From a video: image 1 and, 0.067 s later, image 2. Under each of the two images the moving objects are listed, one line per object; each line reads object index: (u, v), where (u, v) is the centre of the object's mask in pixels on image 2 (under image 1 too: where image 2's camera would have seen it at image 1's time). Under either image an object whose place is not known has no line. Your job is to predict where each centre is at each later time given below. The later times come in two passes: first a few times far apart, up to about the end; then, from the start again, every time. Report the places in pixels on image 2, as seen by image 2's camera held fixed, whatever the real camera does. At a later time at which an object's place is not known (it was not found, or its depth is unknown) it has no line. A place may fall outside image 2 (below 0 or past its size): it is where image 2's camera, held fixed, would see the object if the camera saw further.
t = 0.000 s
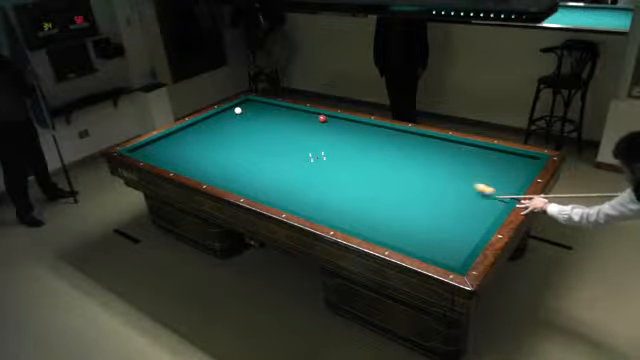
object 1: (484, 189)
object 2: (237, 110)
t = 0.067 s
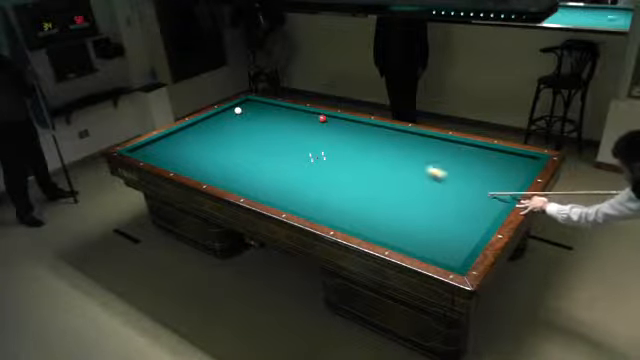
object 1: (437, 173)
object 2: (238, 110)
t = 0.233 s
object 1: (341, 143)
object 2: (238, 110)
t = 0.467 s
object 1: (250, 112)
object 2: (238, 110)
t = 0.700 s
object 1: (243, 103)
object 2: (253, 122)
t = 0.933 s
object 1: (220, 112)
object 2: (297, 139)
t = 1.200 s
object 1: (204, 120)
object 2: (351, 158)
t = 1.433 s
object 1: (189, 128)
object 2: (408, 180)
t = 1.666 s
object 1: (175, 137)
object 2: (475, 206)
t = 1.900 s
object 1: (159, 146)
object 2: (448, 199)
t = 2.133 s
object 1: (143, 154)
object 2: (404, 187)
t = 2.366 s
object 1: (156, 150)
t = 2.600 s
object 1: (168, 146)
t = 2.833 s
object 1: (178, 141)
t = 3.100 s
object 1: (190, 137)
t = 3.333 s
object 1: (199, 133)
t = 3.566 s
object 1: (209, 129)
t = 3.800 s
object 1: (217, 125)
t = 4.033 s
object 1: (226, 123)
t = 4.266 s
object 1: (234, 120)
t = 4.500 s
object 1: (241, 117)
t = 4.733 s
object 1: (248, 114)
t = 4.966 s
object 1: (254, 112)
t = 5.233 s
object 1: (262, 108)
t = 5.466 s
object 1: (268, 106)
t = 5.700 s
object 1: (272, 105)
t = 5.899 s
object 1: (270, 106)
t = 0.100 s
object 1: (415, 167)
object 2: (238, 110)
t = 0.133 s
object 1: (394, 160)
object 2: (238, 110)
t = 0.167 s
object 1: (375, 153)
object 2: (238, 110)
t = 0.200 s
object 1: (357, 149)
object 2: (238, 110)
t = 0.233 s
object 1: (341, 143)
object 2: (238, 110)
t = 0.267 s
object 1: (326, 138)
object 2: (238, 110)
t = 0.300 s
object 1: (310, 133)
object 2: (238, 110)
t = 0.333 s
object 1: (297, 129)
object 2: (238, 110)
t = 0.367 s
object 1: (284, 124)
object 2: (238, 110)
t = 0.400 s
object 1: (272, 120)
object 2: (238, 110)
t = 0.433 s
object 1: (261, 115)
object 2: (238, 110)
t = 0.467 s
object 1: (250, 112)
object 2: (238, 110)
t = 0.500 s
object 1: (245, 109)
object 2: (233, 110)
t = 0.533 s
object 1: (247, 107)
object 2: (224, 110)
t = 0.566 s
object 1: (250, 104)
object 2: (229, 112)
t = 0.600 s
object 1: (252, 102)
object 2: (235, 114)
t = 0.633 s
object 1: (252, 101)
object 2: (241, 117)
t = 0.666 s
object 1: (248, 102)
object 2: (247, 119)
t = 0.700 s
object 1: (243, 103)
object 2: (253, 122)
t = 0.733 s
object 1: (240, 105)
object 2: (260, 124)
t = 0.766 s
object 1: (236, 106)
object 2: (265, 126)
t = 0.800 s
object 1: (232, 107)
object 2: (272, 129)
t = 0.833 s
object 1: (228, 108)
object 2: (278, 131)
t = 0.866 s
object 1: (224, 110)
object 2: (285, 134)
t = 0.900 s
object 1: (222, 110)
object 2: (291, 136)
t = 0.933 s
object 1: (220, 112)
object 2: (297, 139)
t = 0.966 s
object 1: (218, 113)
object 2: (304, 141)
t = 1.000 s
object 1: (216, 114)
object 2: (310, 144)
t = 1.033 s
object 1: (214, 115)
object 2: (317, 146)
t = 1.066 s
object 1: (212, 116)
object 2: (324, 148)
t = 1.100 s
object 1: (210, 117)
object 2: (330, 151)
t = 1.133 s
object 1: (208, 118)
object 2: (337, 153)
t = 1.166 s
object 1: (206, 119)
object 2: (344, 156)
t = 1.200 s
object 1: (204, 120)
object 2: (351, 158)
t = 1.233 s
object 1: (202, 121)
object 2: (359, 161)
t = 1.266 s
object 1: (200, 123)
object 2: (366, 164)
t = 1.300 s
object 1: (198, 124)
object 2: (374, 168)
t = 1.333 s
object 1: (196, 124)
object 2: (382, 170)
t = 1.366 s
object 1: (194, 126)
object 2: (391, 174)
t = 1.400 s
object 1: (193, 127)
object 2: (399, 177)
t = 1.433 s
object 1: (189, 128)
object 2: (408, 180)
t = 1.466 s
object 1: (188, 130)
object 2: (416, 184)
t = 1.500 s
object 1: (186, 131)
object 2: (425, 187)
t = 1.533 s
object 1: (184, 132)
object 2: (435, 191)
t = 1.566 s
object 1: (182, 133)
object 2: (445, 195)
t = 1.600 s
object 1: (179, 135)
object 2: (455, 198)
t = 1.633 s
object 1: (177, 136)
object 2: (466, 202)
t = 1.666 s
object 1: (175, 137)
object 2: (475, 206)
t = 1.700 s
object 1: (173, 138)
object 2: (487, 210)
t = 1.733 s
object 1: (170, 140)
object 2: (491, 212)
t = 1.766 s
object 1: (168, 141)
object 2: (481, 209)
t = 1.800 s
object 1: (166, 142)
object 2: (472, 207)
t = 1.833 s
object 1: (164, 143)
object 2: (464, 204)
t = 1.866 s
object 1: (161, 144)
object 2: (456, 201)
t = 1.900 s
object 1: (159, 146)
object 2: (448, 199)
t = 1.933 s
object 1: (156, 147)
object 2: (441, 197)
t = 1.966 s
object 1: (154, 149)
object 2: (434, 196)
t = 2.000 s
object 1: (151, 150)
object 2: (427, 193)
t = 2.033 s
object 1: (149, 151)
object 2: (421, 192)
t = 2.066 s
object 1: (147, 152)
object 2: (415, 190)
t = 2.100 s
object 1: (145, 154)
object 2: (409, 188)
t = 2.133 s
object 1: (143, 154)
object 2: (404, 187)
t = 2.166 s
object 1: (145, 153)
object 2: (399, 185)
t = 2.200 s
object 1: (147, 153)
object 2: (394, 184)
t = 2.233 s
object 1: (149, 152)
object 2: (389, 183)
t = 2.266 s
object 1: (151, 151)
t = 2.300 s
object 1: (153, 151)
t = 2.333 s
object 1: (154, 151)
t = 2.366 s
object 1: (156, 150)
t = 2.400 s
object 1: (158, 149)
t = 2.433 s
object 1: (159, 148)
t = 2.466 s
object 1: (161, 148)
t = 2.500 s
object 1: (163, 147)
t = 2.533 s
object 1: (164, 147)
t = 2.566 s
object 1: (166, 146)
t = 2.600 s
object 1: (168, 146)
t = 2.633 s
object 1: (169, 145)
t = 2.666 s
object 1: (171, 144)
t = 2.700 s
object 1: (172, 144)
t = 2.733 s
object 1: (174, 143)
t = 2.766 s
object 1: (175, 143)
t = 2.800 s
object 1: (177, 142)
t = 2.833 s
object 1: (178, 141)
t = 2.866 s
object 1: (180, 141)
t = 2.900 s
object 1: (181, 140)
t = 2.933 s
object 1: (183, 140)
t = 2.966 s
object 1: (184, 139)
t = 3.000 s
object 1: (186, 138)
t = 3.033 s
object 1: (187, 138)
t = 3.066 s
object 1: (188, 137)
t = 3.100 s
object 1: (190, 137)
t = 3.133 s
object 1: (192, 136)
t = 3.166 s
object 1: (193, 136)
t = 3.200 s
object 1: (195, 135)
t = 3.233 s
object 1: (195, 135)
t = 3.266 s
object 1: (197, 134)
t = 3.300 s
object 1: (198, 134)
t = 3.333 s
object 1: (199, 133)
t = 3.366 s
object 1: (201, 132)
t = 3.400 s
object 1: (202, 132)
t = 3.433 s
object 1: (203, 132)
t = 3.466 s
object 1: (205, 131)
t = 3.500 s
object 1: (206, 131)
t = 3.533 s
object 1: (208, 130)
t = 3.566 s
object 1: (209, 129)
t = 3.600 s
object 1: (210, 129)
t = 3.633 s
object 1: (211, 129)
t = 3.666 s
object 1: (213, 128)
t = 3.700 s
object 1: (214, 127)
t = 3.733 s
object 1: (215, 127)
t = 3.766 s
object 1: (216, 126)
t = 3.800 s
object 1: (217, 125)
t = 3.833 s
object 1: (219, 125)
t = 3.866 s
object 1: (220, 124)
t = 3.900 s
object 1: (220, 124)
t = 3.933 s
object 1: (222, 124)
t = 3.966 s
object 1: (223, 124)
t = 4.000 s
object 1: (224, 123)
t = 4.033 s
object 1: (226, 123)
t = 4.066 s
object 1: (227, 122)
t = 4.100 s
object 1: (228, 122)
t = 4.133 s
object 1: (229, 121)
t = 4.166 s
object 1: (230, 121)
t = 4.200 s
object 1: (231, 121)
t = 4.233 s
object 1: (232, 120)
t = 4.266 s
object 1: (234, 120)
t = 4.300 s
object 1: (235, 120)
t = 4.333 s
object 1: (236, 119)
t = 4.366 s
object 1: (236, 119)
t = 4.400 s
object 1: (238, 118)
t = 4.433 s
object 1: (239, 118)
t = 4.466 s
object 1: (240, 118)
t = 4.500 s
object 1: (241, 117)
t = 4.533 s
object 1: (242, 117)
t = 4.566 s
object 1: (243, 116)
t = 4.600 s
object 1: (244, 116)
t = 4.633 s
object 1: (245, 115)
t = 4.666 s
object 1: (246, 115)
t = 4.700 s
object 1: (247, 115)
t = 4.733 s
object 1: (248, 114)
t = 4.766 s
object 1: (249, 114)
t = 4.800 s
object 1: (250, 113)
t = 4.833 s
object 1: (251, 113)
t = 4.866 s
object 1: (252, 113)
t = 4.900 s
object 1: (252, 112)
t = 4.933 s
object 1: (253, 112)
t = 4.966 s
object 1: (254, 112)
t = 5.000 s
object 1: (255, 112)
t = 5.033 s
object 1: (256, 110)
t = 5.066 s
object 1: (257, 110)
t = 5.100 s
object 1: (258, 110)
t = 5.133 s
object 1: (259, 110)
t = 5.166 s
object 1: (260, 109)
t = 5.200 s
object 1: (261, 109)
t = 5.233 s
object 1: (262, 108)
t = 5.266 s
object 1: (263, 108)
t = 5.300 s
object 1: (264, 108)
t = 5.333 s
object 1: (265, 107)
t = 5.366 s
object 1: (265, 107)
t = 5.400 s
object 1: (266, 107)
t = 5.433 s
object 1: (266, 107)
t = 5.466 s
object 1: (268, 106)
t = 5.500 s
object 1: (268, 106)
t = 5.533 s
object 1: (269, 106)
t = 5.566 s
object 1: (270, 105)
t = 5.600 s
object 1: (271, 105)
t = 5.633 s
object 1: (272, 105)
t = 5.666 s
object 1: (272, 105)
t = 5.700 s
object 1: (272, 105)
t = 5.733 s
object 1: (272, 105)
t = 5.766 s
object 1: (271, 105)
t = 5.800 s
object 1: (271, 105)
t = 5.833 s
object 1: (270, 105)
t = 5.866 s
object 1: (270, 106)
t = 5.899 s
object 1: (270, 106)
